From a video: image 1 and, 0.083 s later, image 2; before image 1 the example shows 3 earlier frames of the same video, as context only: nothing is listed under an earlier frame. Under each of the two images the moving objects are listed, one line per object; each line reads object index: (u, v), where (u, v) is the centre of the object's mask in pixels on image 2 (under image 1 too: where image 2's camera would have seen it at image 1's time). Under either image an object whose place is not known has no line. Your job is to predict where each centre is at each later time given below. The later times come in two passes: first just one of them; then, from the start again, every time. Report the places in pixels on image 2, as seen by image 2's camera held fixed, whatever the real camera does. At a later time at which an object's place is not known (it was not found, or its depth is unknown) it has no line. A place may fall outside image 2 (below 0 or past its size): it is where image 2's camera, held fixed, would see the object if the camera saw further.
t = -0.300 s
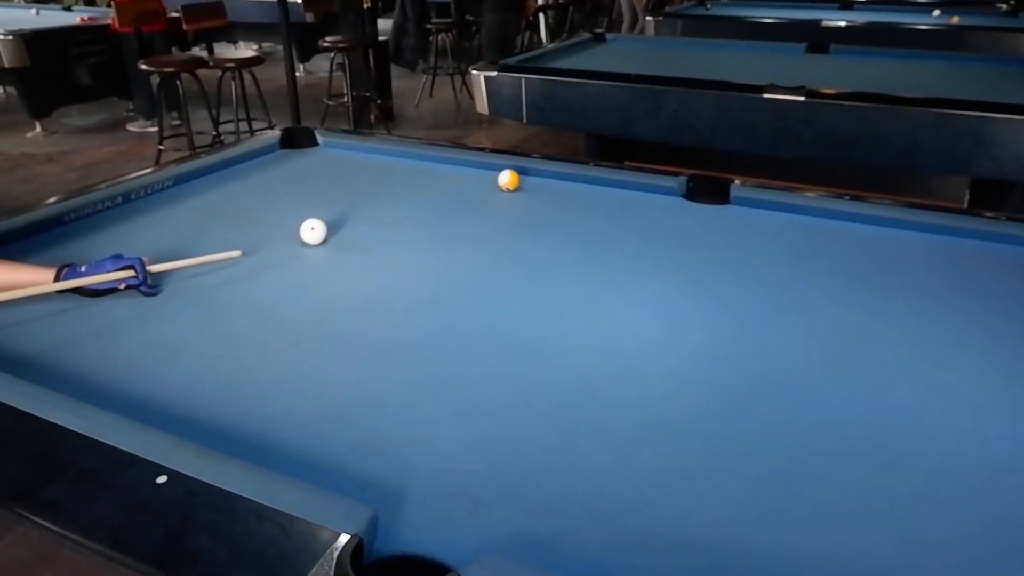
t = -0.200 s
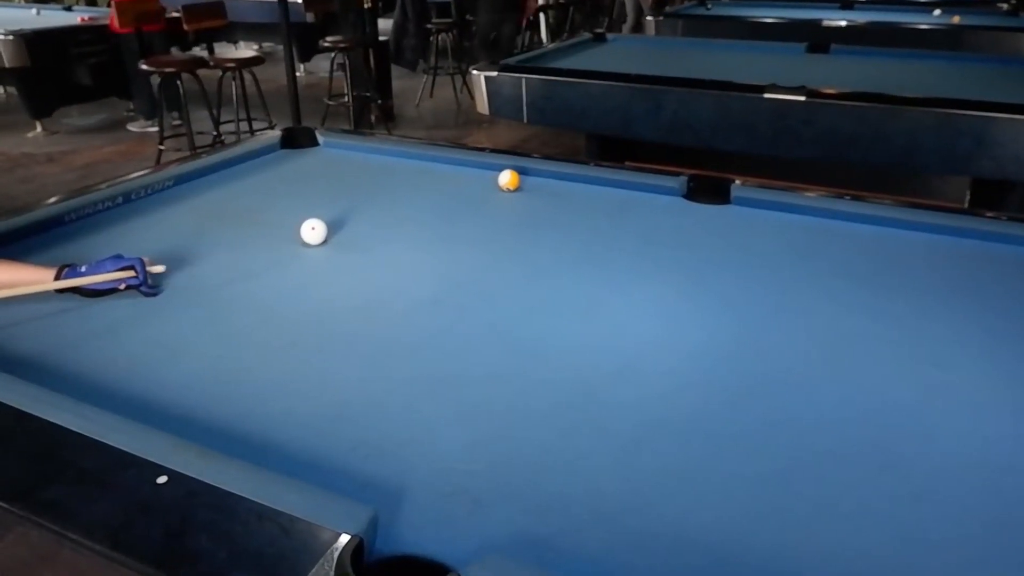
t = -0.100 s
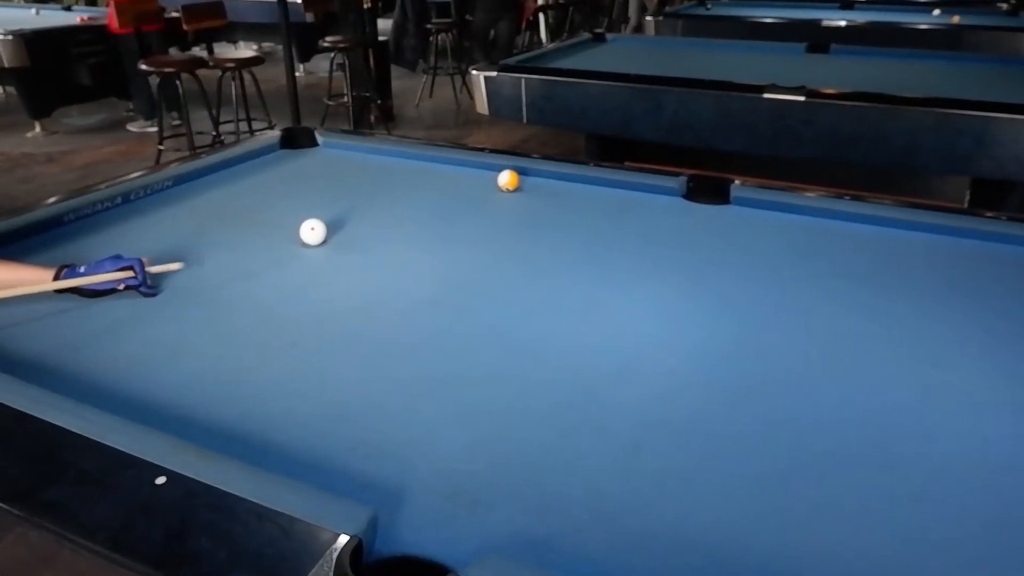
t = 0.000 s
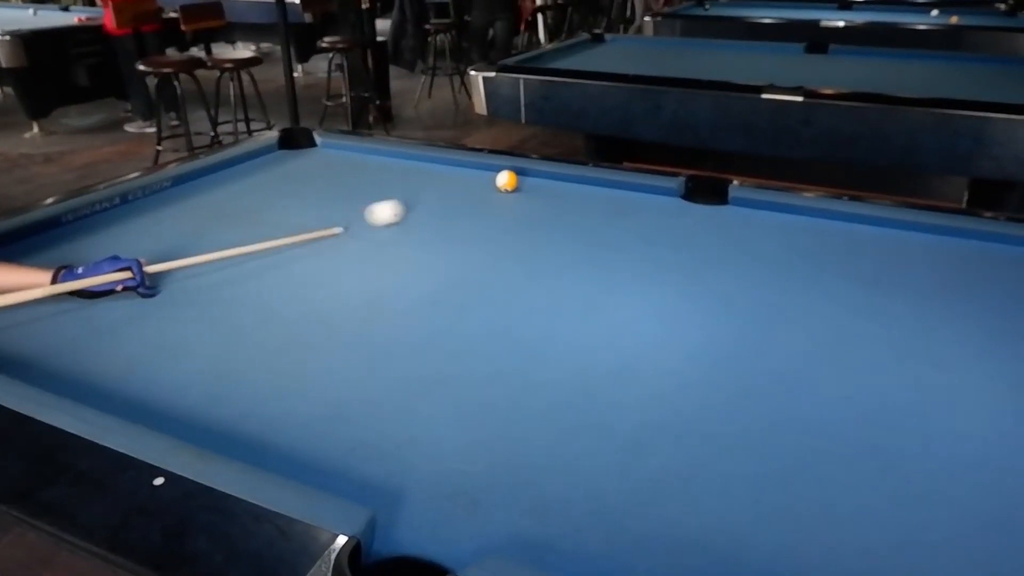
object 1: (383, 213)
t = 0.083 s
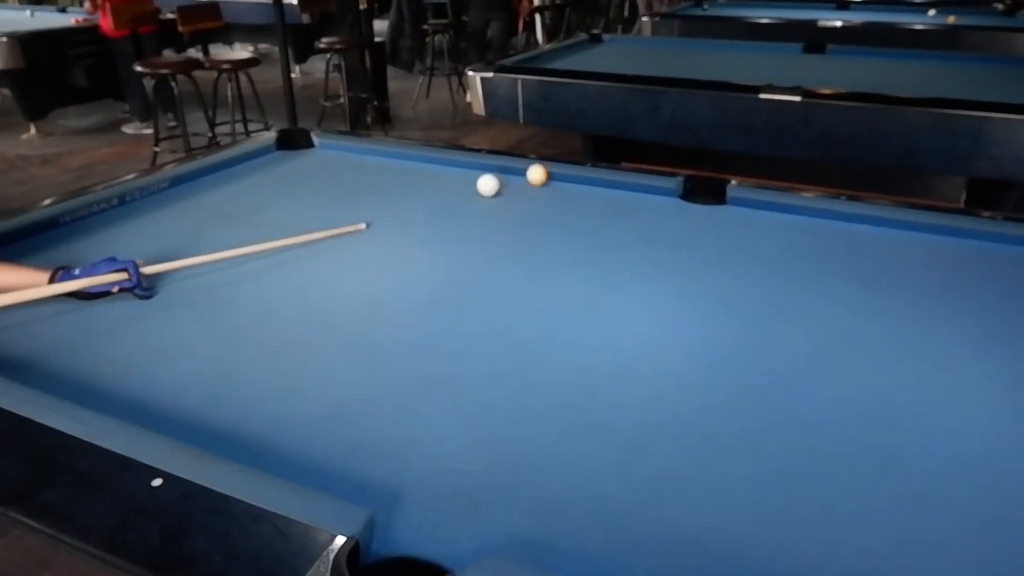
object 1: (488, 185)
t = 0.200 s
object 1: (479, 184)
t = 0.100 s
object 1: (488, 185)
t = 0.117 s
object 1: (487, 185)
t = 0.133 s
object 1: (486, 185)
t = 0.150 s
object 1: (485, 185)
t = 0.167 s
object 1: (483, 184)
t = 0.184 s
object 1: (481, 184)
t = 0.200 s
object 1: (479, 184)
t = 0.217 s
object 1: (478, 184)
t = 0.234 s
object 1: (475, 185)
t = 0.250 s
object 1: (473, 185)
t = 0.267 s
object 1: (471, 185)
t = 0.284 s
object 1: (469, 186)
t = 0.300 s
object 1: (467, 186)
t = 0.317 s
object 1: (464, 186)
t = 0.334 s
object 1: (461, 186)
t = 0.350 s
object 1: (459, 187)
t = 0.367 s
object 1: (457, 187)
